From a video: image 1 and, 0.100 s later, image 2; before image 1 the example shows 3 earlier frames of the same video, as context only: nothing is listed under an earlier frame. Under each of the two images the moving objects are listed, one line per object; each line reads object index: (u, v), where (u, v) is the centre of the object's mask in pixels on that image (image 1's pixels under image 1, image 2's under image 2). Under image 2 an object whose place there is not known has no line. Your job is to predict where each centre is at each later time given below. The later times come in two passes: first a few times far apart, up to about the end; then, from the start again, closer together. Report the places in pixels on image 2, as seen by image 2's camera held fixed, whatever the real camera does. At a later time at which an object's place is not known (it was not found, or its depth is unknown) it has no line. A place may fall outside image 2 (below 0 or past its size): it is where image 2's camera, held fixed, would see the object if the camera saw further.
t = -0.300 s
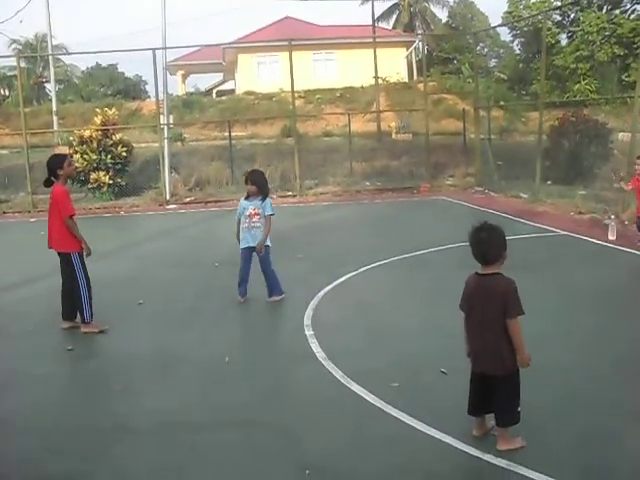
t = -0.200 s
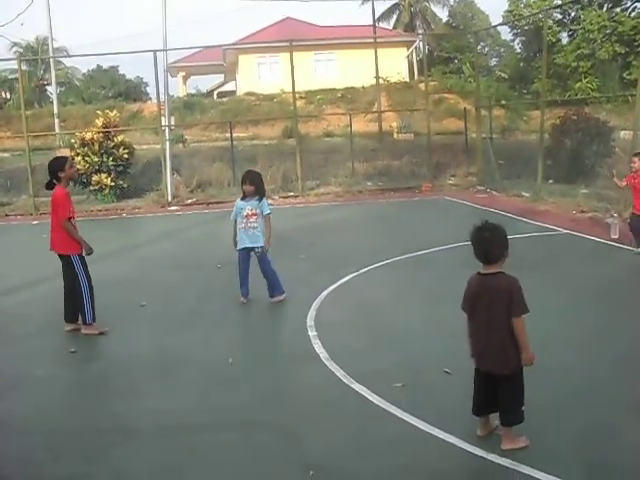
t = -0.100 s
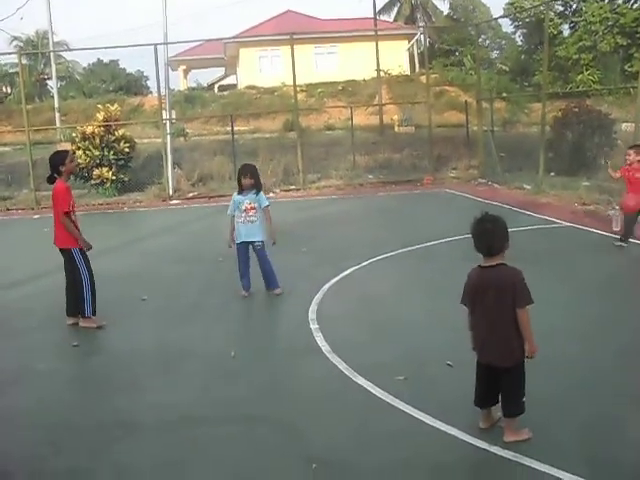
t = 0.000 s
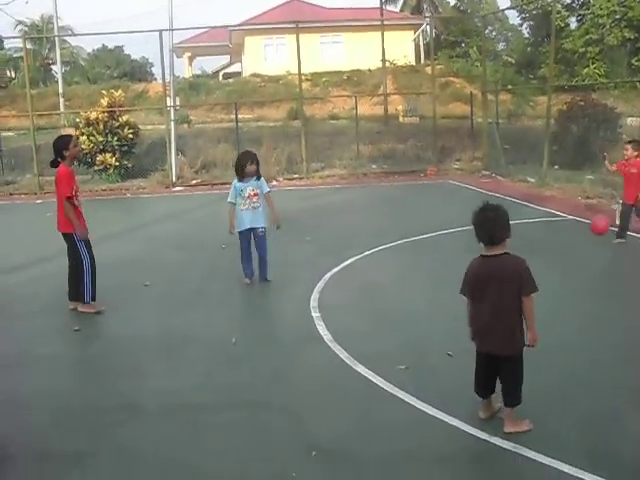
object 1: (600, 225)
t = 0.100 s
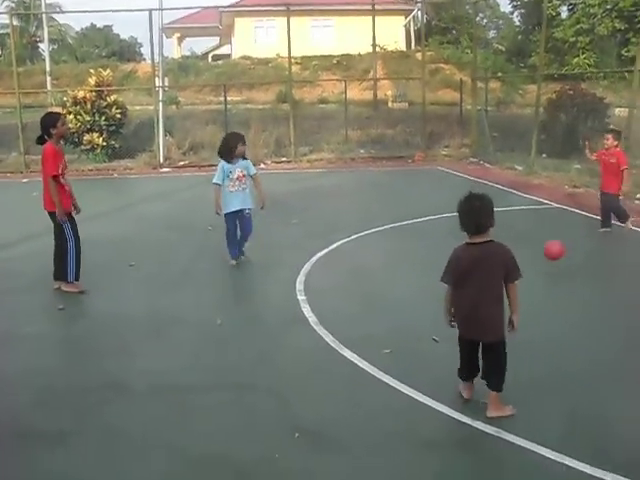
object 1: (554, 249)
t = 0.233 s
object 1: (527, 226)
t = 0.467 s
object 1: (484, 185)
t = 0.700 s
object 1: (442, 207)
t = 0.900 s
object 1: (409, 262)
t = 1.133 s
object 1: (378, 205)
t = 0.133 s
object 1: (544, 261)
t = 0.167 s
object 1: (539, 248)
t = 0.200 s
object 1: (533, 236)
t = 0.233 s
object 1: (527, 226)
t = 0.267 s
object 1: (521, 217)
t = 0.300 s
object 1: (515, 208)
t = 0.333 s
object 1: (509, 201)
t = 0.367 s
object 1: (502, 194)
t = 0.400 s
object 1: (496, 190)
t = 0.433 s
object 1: (490, 187)
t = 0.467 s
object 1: (484, 185)
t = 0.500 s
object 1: (478, 185)
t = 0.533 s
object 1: (471, 186)
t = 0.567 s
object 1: (465, 188)
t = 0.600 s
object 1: (460, 191)
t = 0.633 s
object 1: (454, 195)
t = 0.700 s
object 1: (442, 207)
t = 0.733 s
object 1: (436, 215)
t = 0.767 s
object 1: (430, 225)
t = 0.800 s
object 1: (425, 235)
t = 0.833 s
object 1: (419, 247)
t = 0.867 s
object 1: (413, 260)
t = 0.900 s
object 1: (409, 262)
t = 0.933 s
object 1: (404, 250)
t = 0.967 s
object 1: (400, 240)
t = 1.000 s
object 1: (395, 231)
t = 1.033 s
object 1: (391, 222)
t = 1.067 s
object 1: (387, 215)
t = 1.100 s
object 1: (383, 210)
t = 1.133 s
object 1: (378, 205)
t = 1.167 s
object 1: (374, 202)
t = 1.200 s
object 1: (369, 200)
